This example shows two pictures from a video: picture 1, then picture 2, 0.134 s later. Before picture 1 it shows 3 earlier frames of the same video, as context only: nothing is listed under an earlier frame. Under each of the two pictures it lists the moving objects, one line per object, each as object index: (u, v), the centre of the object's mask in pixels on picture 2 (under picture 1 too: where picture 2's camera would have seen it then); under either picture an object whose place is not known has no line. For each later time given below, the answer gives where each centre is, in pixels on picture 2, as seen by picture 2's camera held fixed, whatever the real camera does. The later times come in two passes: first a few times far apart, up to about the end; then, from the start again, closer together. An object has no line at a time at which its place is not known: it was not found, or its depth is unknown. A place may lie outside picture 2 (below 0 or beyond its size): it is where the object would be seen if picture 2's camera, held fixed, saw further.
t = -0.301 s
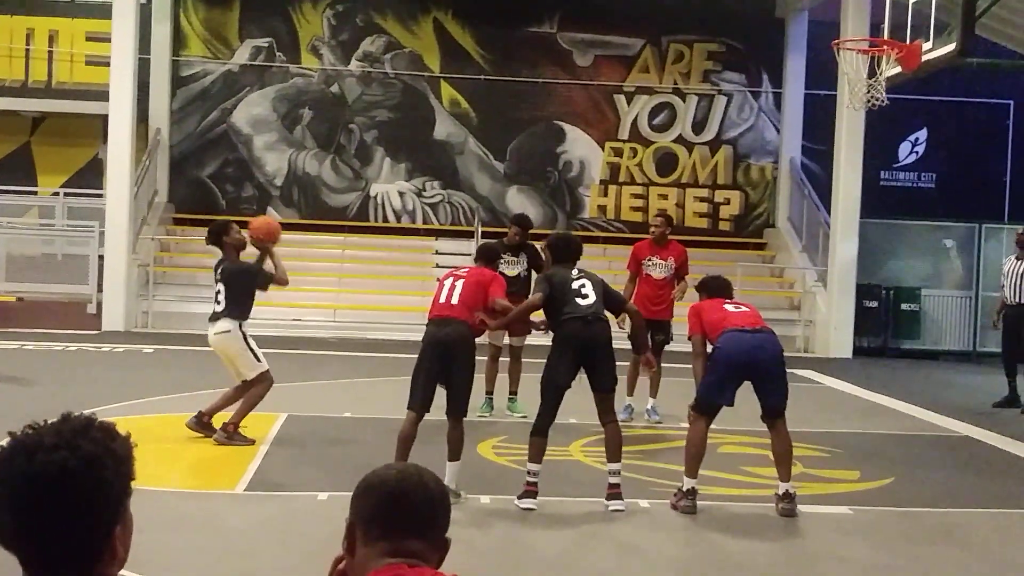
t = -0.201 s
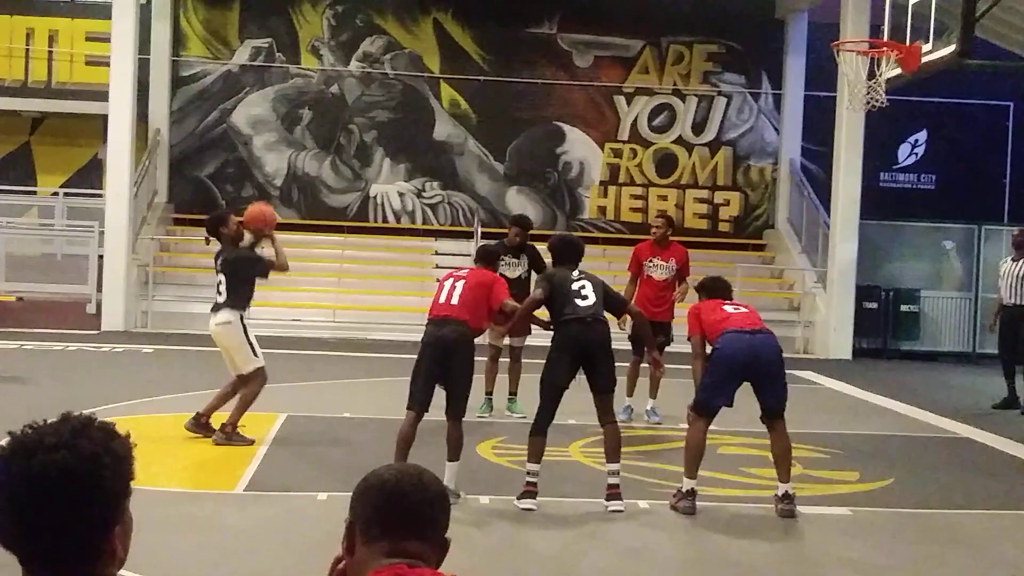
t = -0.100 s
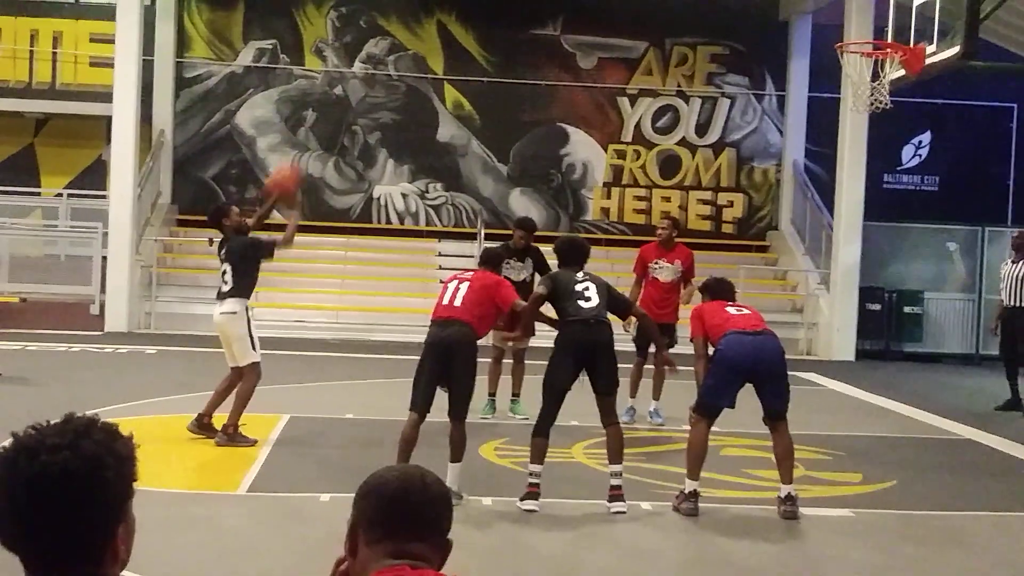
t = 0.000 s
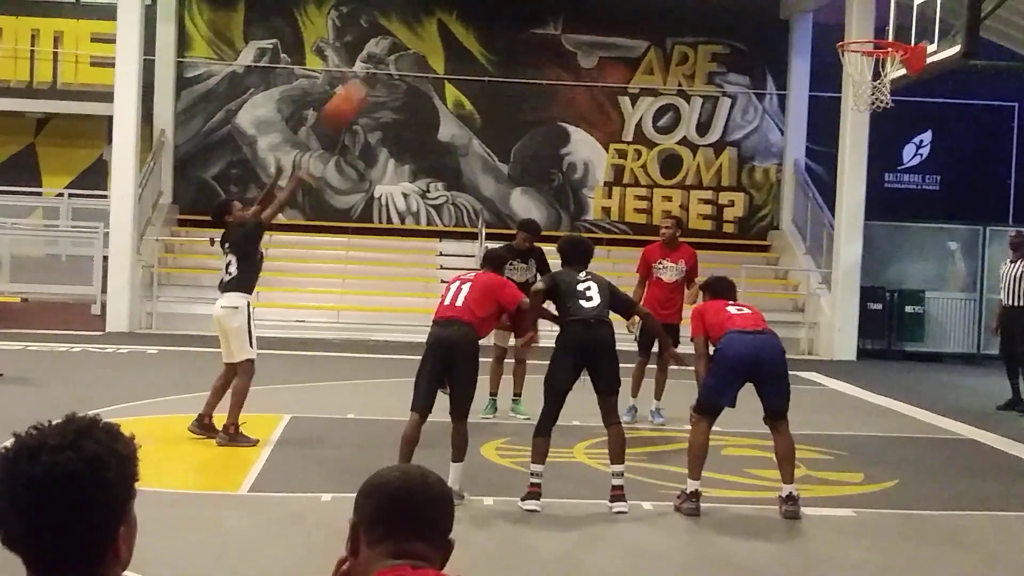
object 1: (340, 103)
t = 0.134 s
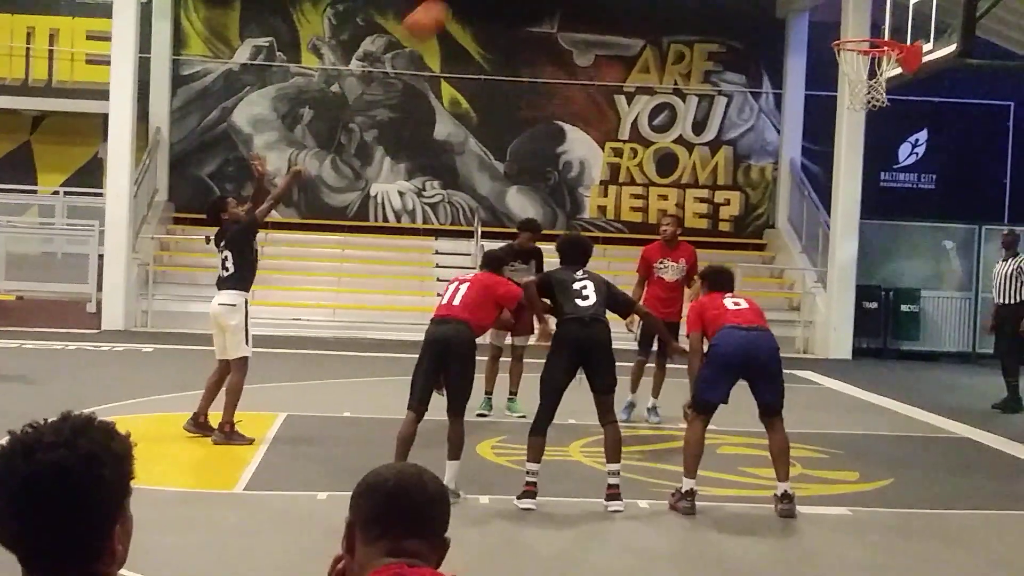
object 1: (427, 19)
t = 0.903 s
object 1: (865, 20)
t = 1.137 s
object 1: (895, 65)
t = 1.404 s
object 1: (889, 103)
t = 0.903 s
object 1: (865, 20)
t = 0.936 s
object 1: (880, 37)
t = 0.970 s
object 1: (864, 40)
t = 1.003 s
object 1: (850, 50)
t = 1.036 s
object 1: (859, 54)
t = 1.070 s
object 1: (875, 58)
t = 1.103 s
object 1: (888, 63)
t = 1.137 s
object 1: (895, 65)
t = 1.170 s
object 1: (897, 66)
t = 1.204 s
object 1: (896, 72)
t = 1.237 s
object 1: (898, 75)
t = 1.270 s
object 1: (895, 83)
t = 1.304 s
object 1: (894, 87)
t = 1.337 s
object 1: (892, 92)
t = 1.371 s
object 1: (891, 93)
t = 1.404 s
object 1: (889, 103)
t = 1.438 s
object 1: (886, 112)
